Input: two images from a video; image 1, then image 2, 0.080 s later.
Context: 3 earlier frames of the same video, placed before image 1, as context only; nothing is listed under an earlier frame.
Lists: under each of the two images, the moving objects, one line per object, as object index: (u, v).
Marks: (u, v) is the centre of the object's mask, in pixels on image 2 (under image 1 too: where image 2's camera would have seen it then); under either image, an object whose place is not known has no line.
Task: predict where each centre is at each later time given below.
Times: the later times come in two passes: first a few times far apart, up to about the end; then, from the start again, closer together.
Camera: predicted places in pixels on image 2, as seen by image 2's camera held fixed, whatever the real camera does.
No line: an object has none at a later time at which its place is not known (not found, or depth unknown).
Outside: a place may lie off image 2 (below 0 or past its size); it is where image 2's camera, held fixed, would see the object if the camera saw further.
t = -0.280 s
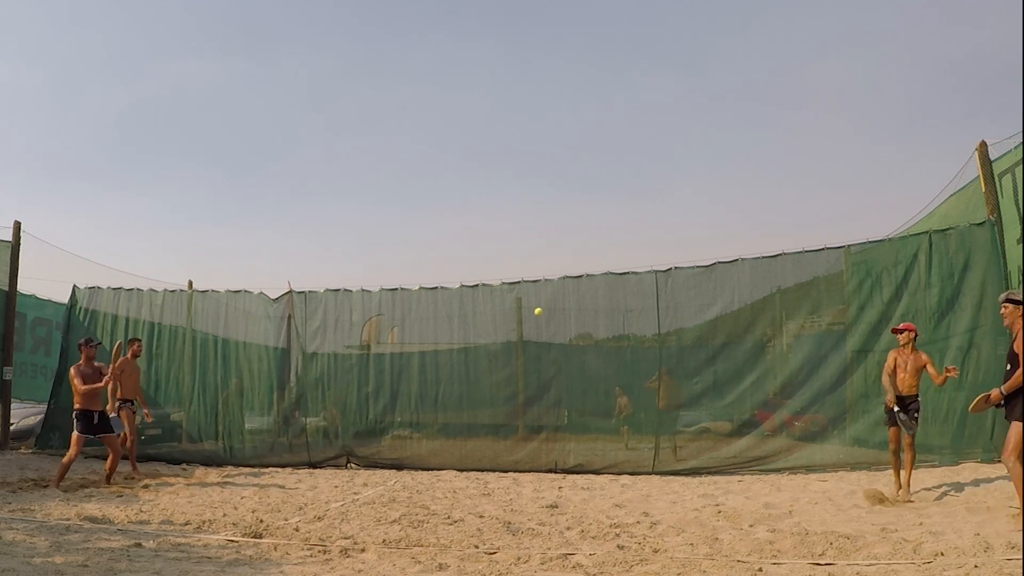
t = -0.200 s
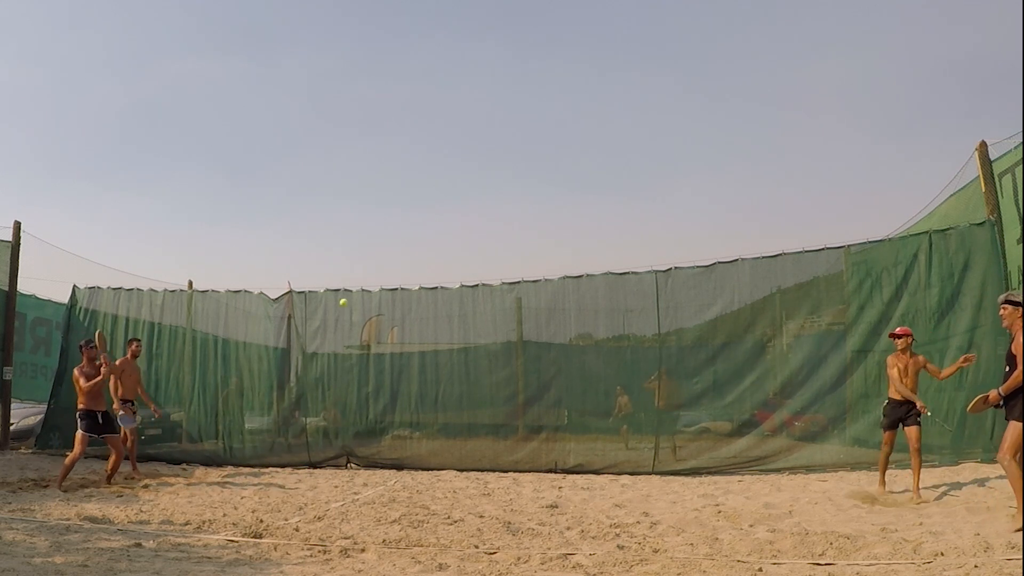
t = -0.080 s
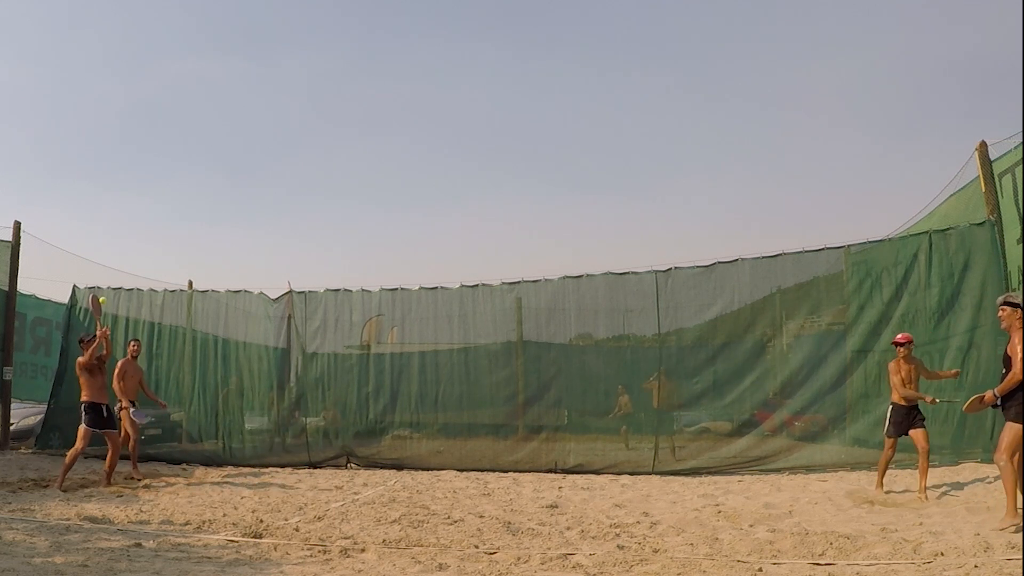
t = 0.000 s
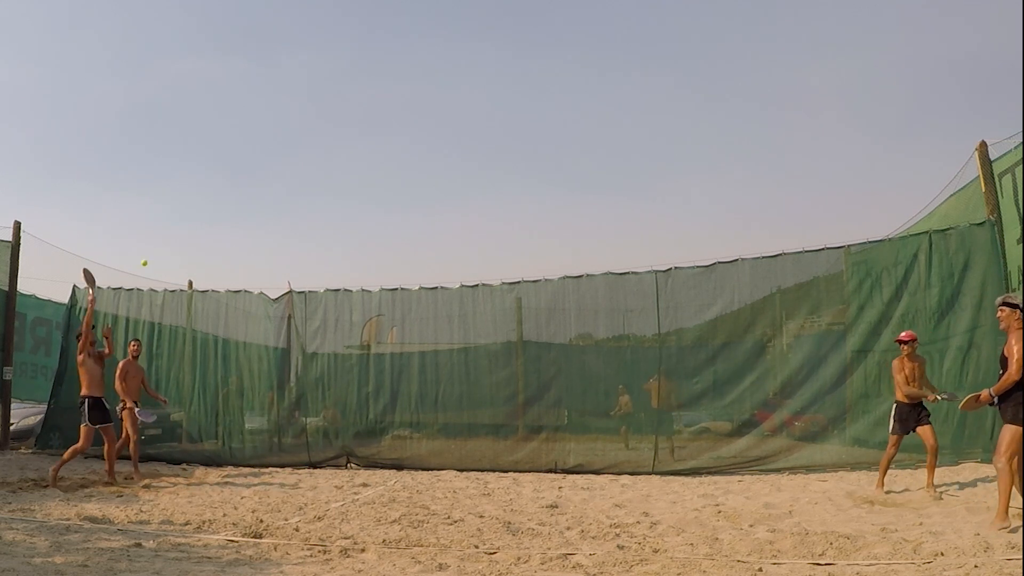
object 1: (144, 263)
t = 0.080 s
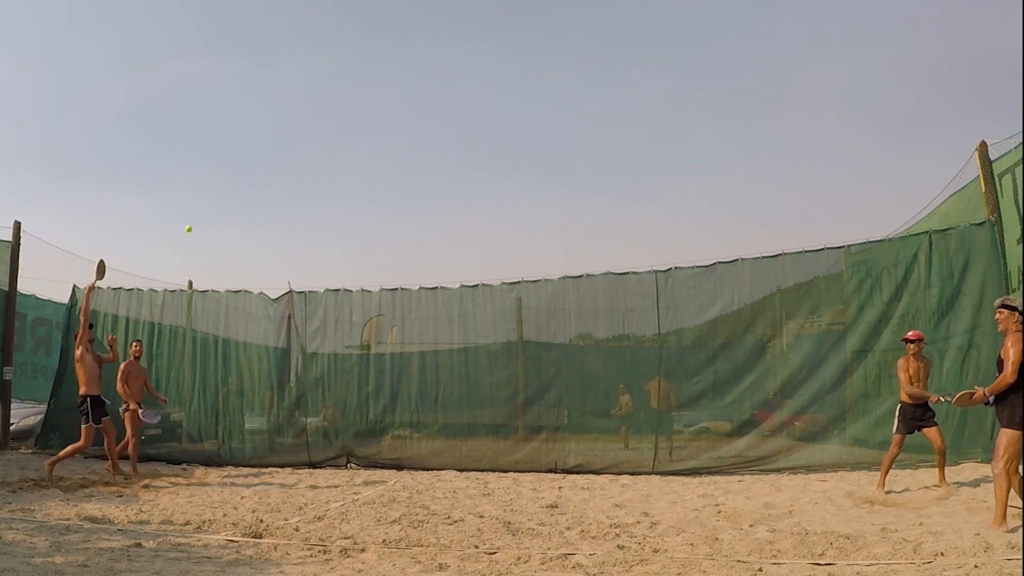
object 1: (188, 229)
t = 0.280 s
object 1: (314, 164)
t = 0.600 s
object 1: (564, 145)
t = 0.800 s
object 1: (754, 210)
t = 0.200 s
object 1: (261, 186)
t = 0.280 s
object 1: (314, 164)
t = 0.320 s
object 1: (341, 155)
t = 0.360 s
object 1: (370, 148)
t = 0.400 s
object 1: (400, 143)
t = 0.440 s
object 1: (430, 139)
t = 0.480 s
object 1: (462, 137)
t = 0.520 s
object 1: (495, 138)
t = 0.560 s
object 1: (529, 140)
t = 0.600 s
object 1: (564, 145)
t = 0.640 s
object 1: (600, 152)
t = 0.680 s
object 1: (638, 162)
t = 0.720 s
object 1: (675, 175)
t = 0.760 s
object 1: (714, 191)
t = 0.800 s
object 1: (754, 210)
